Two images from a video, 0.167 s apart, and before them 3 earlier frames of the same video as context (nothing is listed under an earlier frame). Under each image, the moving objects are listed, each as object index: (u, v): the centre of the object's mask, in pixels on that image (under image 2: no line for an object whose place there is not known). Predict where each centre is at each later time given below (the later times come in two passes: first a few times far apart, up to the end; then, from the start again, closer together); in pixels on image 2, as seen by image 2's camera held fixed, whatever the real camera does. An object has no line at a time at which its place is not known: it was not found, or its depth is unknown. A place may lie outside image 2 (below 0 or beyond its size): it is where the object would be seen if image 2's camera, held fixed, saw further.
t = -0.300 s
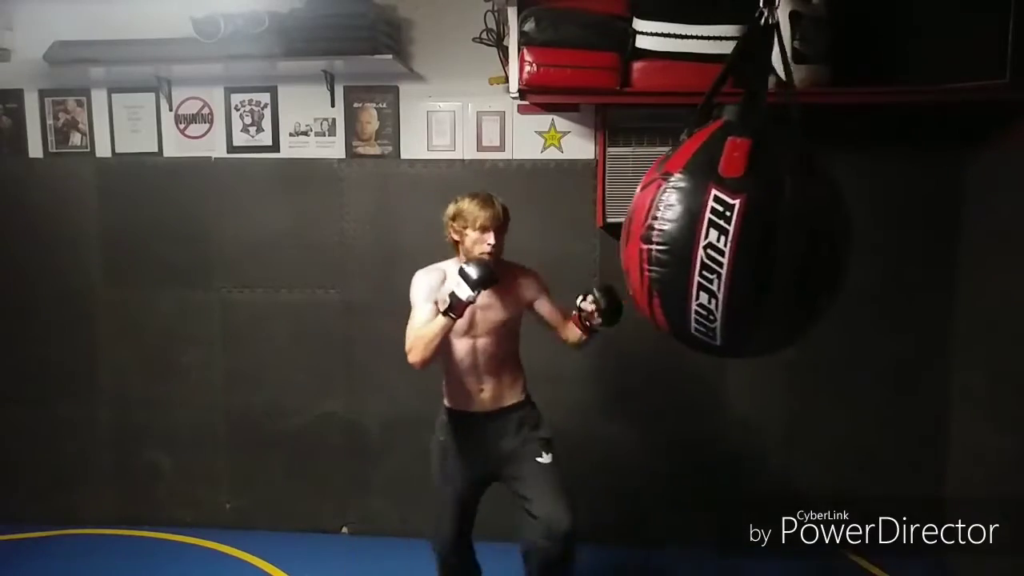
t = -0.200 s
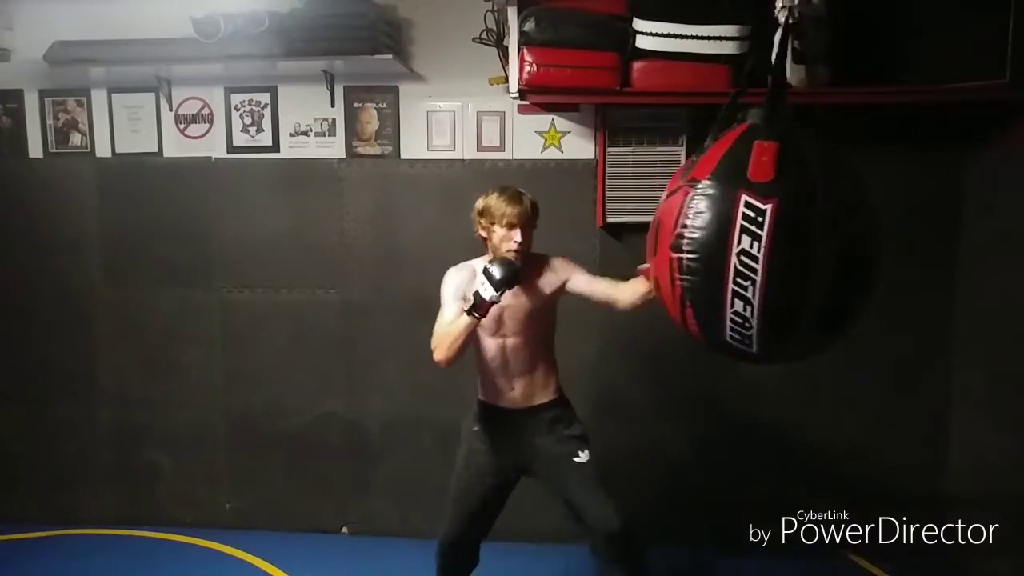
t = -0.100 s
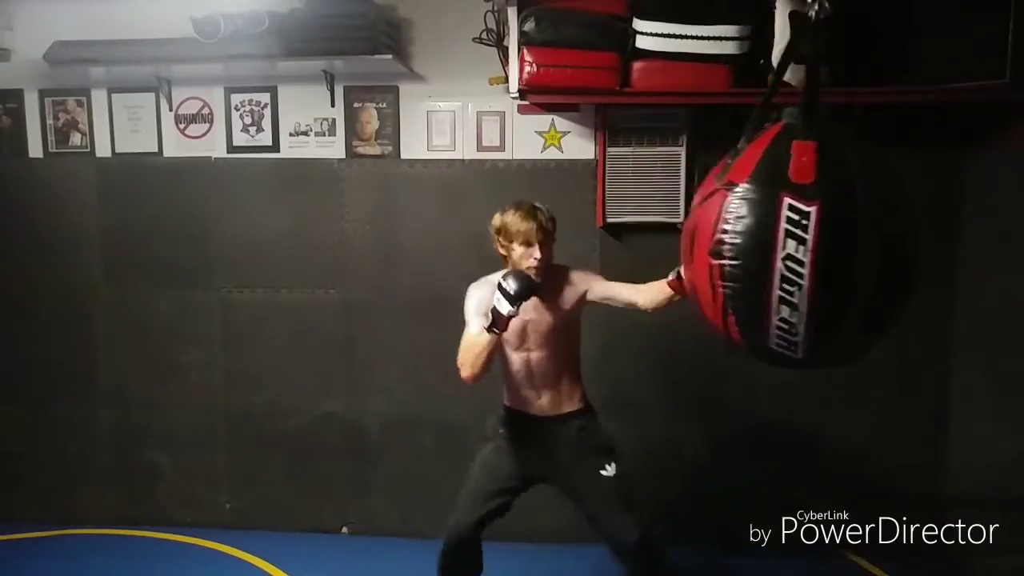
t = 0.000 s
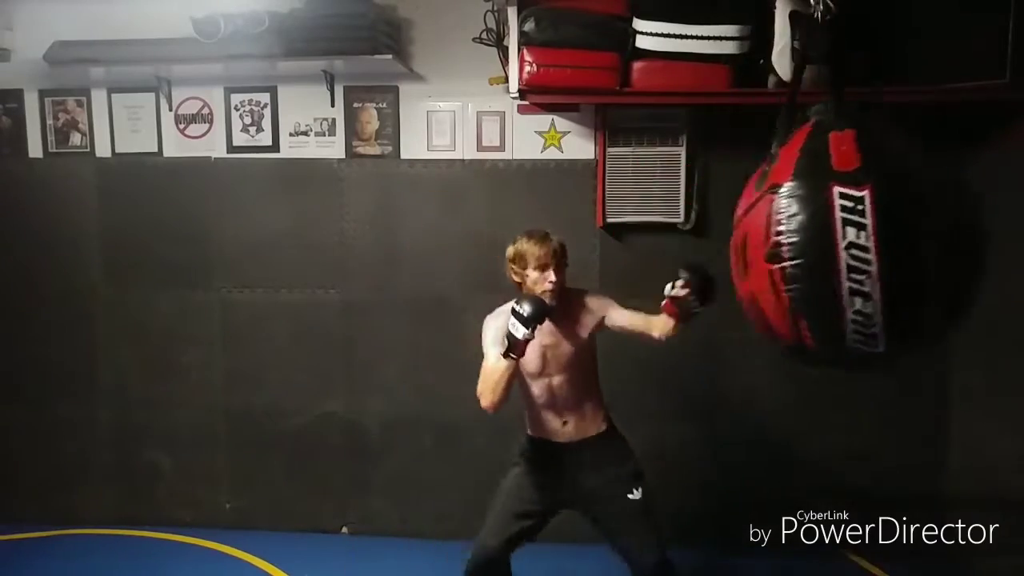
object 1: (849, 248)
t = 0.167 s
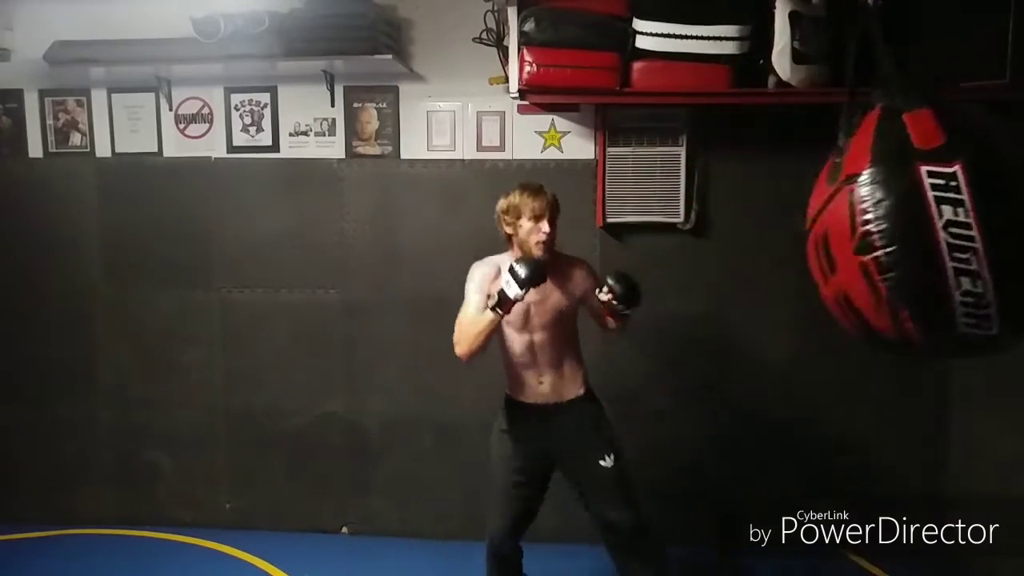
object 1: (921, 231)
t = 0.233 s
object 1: (932, 228)
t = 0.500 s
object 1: (950, 208)
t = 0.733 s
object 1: (913, 237)
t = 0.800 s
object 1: (886, 241)
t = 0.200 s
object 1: (928, 227)
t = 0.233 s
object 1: (932, 228)
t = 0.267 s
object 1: (941, 216)
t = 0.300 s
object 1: (944, 216)
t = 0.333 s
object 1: (948, 211)
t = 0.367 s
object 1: (950, 209)
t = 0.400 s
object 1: (951, 207)
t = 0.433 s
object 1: (952, 207)
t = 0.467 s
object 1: (951, 207)
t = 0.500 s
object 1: (950, 208)
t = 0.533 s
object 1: (948, 212)
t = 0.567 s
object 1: (942, 224)
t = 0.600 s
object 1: (937, 227)
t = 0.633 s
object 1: (931, 231)
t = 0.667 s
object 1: (921, 236)
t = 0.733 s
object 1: (913, 237)
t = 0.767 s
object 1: (897, 239)
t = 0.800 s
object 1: (886, 241)
